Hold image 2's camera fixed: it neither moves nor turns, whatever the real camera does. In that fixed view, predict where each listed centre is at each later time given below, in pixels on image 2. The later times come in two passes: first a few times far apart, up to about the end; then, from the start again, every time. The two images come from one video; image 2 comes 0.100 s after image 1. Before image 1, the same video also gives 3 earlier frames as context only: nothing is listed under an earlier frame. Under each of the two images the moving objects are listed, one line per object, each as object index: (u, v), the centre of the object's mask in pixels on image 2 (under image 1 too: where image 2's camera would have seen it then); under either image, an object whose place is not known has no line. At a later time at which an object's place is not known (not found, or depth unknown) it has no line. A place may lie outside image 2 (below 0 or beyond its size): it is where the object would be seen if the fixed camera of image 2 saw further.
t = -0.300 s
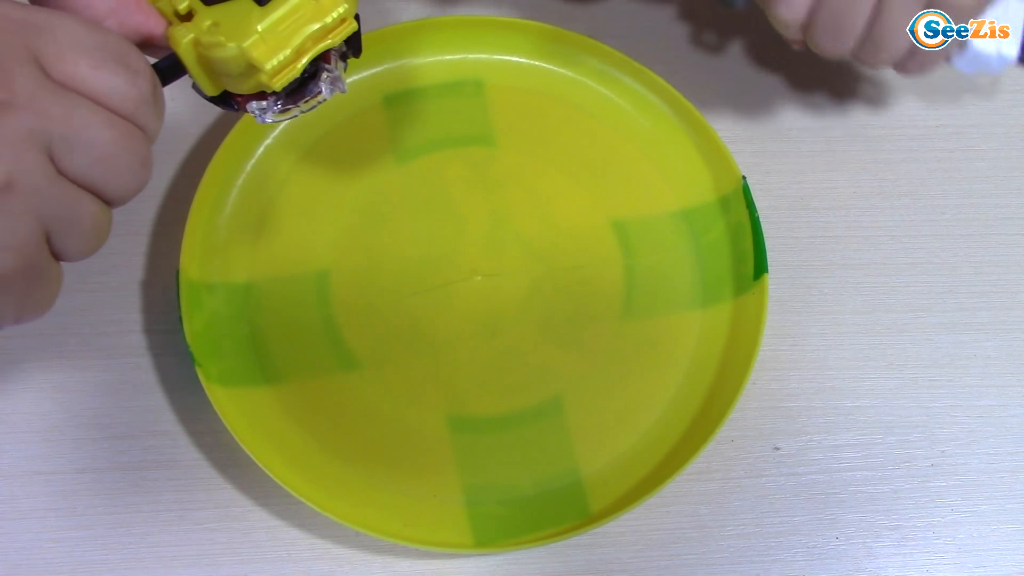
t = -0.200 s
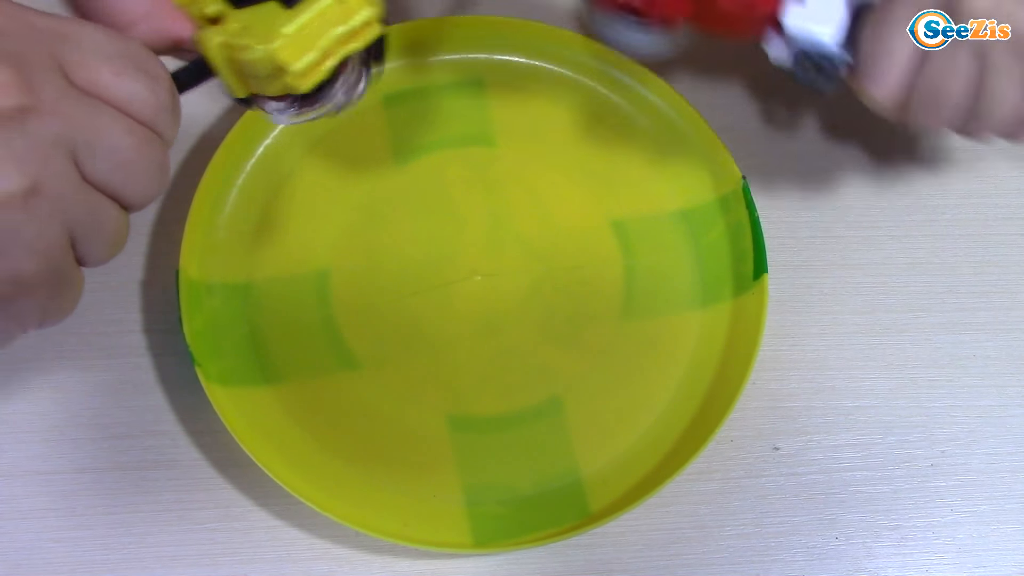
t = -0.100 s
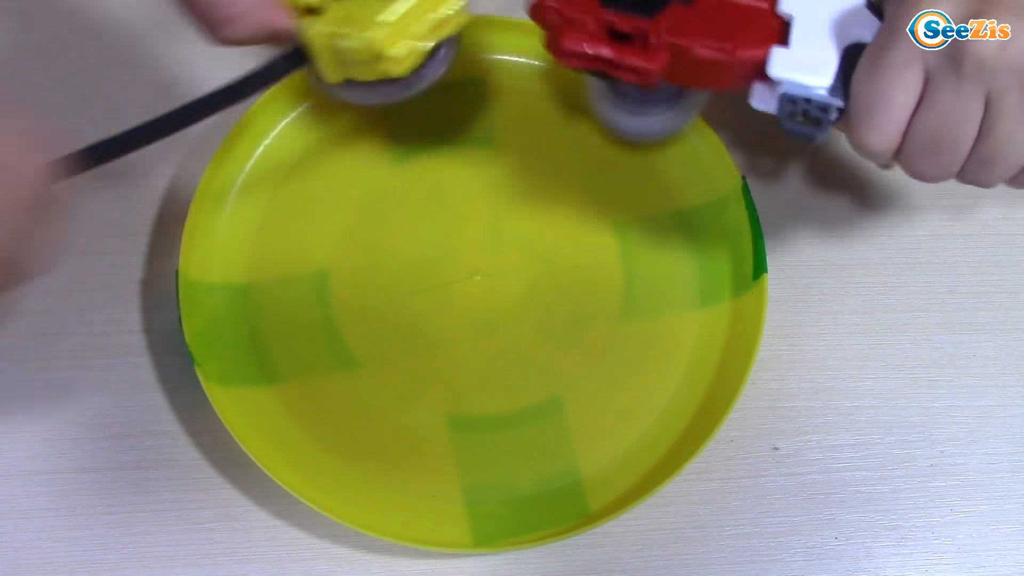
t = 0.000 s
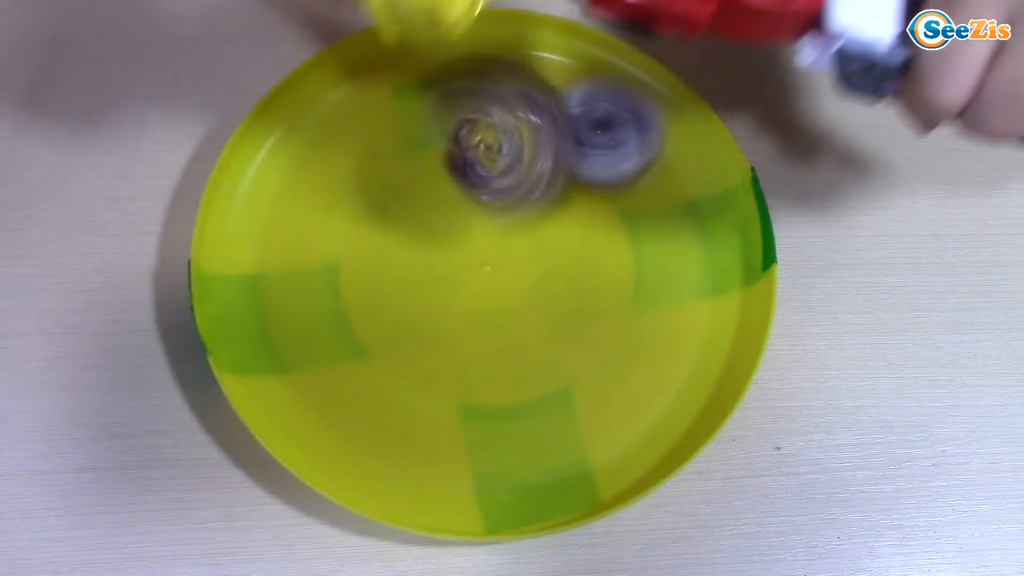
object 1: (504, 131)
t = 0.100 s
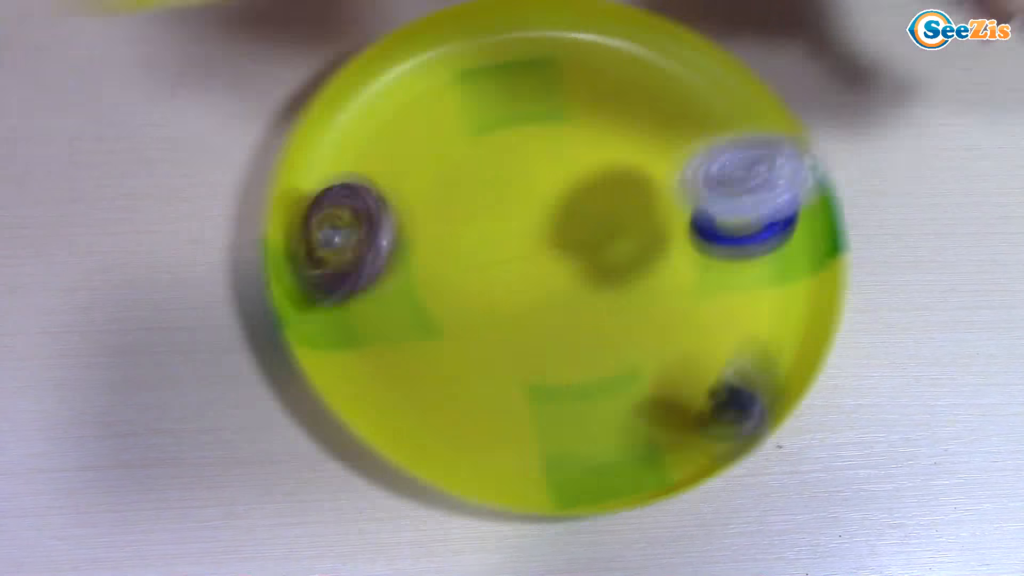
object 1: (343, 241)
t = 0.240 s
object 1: (526, 294)
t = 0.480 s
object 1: (692, 382)
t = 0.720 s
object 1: (630, 358)
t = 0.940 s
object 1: (611, 292)
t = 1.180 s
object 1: (671, 264)
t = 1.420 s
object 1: (720, 319)
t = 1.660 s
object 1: (680, 333)
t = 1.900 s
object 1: (645, 288)
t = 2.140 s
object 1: (687, 263)
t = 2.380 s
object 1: (723, 306)
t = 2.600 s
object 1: (693, 312)
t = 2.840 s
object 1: (674, 274)
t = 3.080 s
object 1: (717, 270)
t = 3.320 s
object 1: (725, 283)
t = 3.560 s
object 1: (686, 274)
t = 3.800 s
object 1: (706, 248)
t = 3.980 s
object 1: (736, 263)
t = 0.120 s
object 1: (352, 249)
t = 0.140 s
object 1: (382, 247)
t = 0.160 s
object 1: (411, 261)
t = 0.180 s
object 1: (443, 271)
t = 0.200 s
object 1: (469, 277)
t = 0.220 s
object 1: (500, 288)
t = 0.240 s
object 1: (526, 294)
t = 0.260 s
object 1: (545, 308)
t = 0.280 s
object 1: (578, 313)
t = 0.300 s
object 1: (600, 322)
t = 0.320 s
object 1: (619, 334)
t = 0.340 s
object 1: (638, 340)
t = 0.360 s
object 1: (653, 352)
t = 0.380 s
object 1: (670, 361)
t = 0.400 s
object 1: (683, 368)
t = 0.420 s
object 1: (690, 376)
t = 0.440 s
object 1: (694, 381)
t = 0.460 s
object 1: (692, 382)
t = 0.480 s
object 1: (692, 382)
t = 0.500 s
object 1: (689, 380)
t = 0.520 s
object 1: (683, 377)
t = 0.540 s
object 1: (681, 374)
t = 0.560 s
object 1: (675, 372)
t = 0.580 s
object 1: (674, 371)
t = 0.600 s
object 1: (669, 371)
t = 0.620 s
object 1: (663, 372)
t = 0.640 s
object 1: (656, 372)
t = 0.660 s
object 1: (648, 368)
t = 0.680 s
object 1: (644, 366)
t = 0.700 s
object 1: (636, 362)
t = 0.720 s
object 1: (630, 358)
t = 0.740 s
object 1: (626, 353)
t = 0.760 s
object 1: (621, 348)
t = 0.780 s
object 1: (617, 343)
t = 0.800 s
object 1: (613, 336)
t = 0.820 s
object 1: (611, 330)
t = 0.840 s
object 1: (609, 324)
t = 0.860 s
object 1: (607, 317)
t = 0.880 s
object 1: (607, 310)
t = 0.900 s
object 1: (608, 305)
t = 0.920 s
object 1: (608, 299)
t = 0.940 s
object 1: (611, 292)
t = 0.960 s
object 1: (612, 287)
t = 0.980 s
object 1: (617, 283)
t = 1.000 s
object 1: (618, 278)
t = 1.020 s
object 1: (623, 273)
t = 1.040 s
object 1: (628, 270)
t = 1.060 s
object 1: (632, 268)
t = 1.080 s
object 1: (639, 264)
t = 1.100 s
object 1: (645, 265)
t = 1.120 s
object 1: (651, 264)
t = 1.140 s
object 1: (655, 263)
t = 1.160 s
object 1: (665, 263)
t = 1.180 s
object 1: (671, 264)
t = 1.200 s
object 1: (677, 268)
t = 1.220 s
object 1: (684, 267)
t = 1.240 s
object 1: (690, 273)
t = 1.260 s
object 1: (697, 277)
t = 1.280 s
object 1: (700, 281)
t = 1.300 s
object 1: (707, 286)
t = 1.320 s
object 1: (710, 290)
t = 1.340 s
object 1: (714, 298)
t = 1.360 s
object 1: (716, 300)
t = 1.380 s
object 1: (719, 309)
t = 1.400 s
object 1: (721, 314)
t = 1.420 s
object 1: (720, 319)
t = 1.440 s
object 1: (719, 322)
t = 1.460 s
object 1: (717, 322)
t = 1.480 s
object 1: (713, 323)
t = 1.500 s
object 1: (712, 322)
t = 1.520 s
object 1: (709, 324)
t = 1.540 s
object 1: (709, 326)
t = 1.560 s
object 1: (704, 328)
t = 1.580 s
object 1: (702, 332)
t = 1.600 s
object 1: (696, 334)
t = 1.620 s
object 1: (689, 333)
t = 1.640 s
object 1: (686, 332)
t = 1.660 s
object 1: (680, 333)
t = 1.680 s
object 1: (675, 332)
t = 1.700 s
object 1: (668, 328)
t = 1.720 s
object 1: (664, 326)
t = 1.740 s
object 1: (659, 323)
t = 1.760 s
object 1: (656, 319)
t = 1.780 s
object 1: (652, 314)
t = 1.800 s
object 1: (650, 311)
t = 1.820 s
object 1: (647, 307)
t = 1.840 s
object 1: (645, 302)
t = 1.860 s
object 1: (645, 296)
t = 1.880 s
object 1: (645, 292)
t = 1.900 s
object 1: (645, 288)
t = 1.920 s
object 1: (646, 283)
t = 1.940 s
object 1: (648, 280)
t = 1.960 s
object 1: (650, 277)
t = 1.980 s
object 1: (652, 273)
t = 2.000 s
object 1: (655, 270)
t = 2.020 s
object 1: (659, 269)
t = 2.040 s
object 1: (663, 267)
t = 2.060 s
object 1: (666, 264)
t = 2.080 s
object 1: (672, 263)
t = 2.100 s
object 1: (677, 262)
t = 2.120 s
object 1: (682, 264)
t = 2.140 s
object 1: (687, 263)
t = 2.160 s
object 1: (692, 266)
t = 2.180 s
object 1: (698, 267)
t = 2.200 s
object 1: (702, 270)
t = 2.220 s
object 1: (708, 272)
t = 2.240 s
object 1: (712, 276)
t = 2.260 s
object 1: (717, 281)
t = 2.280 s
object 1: (718, 284)
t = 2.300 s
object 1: (722, 290)
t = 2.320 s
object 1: (724, 293)
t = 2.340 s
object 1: (725, 300)
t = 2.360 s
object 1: (726, 302)
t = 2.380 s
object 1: (723, 306)
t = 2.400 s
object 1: (722, 306)
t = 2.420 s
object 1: (719, 306)
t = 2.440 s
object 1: (718, 305)
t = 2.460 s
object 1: (717, 306)
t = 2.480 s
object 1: (717, 309)
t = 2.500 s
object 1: (713, 310)
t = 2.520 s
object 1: (711, 313)
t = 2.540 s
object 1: (705, 314)
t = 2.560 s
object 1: (700, 313)
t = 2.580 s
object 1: (697, 312)
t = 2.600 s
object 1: (693, 312)
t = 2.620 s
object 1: (689, 311)
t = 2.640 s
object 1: (684, 308)
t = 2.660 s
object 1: (681, 305)
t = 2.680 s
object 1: (677, 302)
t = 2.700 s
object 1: (675, 299)
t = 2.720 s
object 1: (674, 295)
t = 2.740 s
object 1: (674, 292)
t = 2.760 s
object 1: (672, 290)
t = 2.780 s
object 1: (671, 285)
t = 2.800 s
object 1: (671, 281)
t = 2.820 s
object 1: (672, 277)
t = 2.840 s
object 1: (674, 274)
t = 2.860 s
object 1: (675, 271)
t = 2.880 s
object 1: (679, 269)
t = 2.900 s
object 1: (681, 268)
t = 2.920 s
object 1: (684, 267)
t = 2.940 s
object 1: (686, 264)
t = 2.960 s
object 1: (691, 262)
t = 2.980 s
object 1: (695, 262)
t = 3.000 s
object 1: (700, 263)
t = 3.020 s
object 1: (703, 263)
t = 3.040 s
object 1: (709, 264)
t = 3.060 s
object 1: (713, 267)
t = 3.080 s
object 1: (717, 270)
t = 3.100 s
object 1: (721, 269)
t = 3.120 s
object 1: (726, 274)
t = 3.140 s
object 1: (729, 276)
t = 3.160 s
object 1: (732, 282)
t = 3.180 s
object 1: (733, 283)
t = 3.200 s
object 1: (732, 286)
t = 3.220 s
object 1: (731, 285)
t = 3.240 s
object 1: (727, 285)
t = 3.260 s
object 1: (727, 283)
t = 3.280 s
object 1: (726, 283)
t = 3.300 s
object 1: (726, 283)
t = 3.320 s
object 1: (725, 283)
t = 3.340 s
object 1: (726, 286)
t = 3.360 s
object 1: (723, 289)
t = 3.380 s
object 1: (718, 291)
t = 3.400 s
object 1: (710, 290)
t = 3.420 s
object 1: (707, 290)
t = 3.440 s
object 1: (702, 288)
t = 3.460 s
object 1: (699, 286)
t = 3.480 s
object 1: (696, 284)
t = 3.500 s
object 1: (694, 283)
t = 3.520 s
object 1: (691, 281)
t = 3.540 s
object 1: (689, 278)
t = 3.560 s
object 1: (686, 274)
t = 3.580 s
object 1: (686, 271)
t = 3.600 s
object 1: (685, 268)
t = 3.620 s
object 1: (685, 265)
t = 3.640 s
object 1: (687, 262)
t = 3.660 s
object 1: (688, 260)
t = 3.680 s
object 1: (689, 259)
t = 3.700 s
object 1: (689, 255)
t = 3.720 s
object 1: (692, 252)
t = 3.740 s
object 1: (695, 251)
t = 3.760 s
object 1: (699, 249)
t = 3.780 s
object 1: (702, 249)
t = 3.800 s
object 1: (706, 248)
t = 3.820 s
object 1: (710, 250)
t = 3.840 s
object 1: (714, 250)
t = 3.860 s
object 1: (718, 251)
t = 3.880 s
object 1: (722, 250)
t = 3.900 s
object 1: (728, 254)
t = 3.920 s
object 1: (732, 255)
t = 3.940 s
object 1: (733, 260)
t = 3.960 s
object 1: (736, 261)
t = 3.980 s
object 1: (736, 263)
